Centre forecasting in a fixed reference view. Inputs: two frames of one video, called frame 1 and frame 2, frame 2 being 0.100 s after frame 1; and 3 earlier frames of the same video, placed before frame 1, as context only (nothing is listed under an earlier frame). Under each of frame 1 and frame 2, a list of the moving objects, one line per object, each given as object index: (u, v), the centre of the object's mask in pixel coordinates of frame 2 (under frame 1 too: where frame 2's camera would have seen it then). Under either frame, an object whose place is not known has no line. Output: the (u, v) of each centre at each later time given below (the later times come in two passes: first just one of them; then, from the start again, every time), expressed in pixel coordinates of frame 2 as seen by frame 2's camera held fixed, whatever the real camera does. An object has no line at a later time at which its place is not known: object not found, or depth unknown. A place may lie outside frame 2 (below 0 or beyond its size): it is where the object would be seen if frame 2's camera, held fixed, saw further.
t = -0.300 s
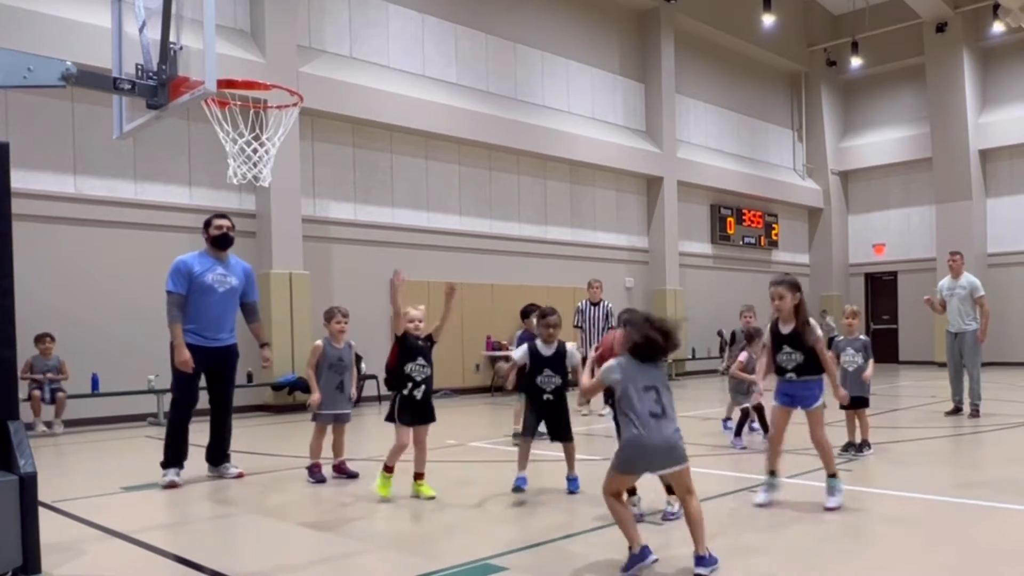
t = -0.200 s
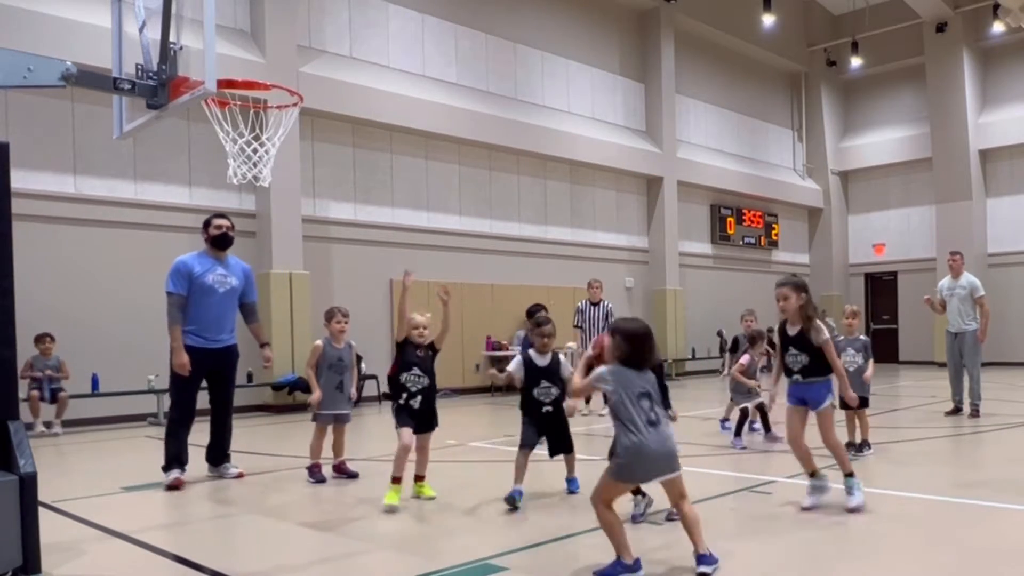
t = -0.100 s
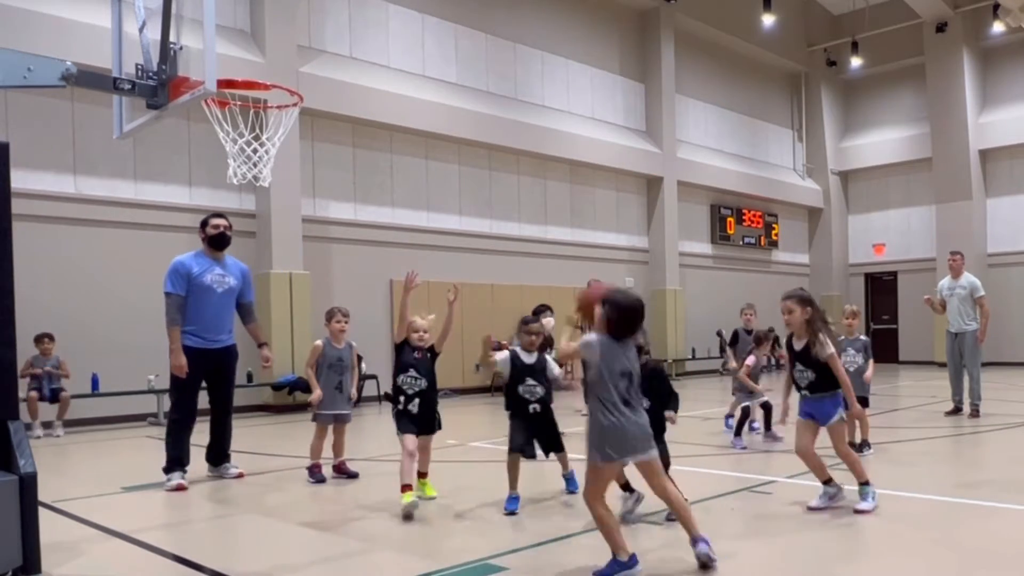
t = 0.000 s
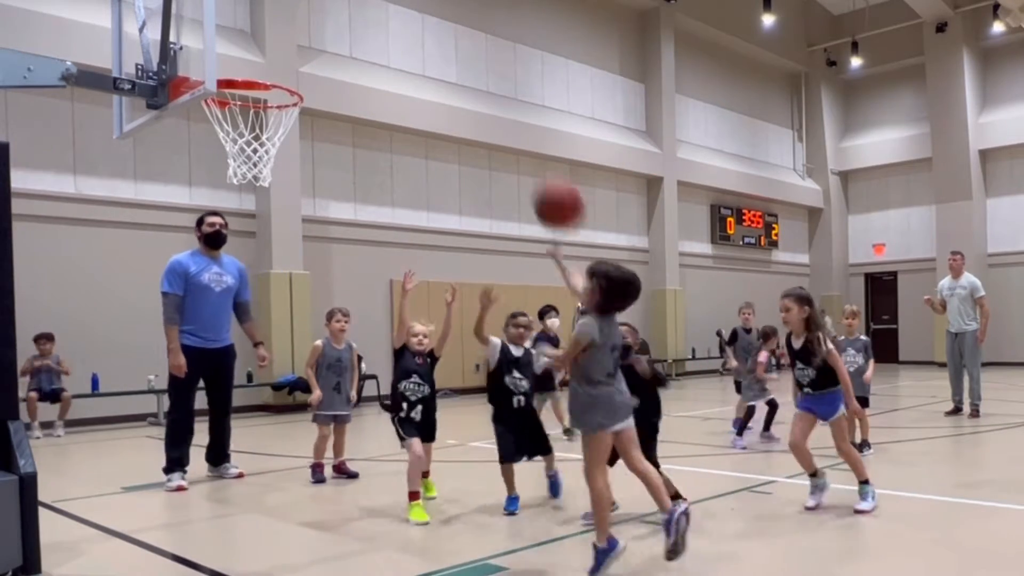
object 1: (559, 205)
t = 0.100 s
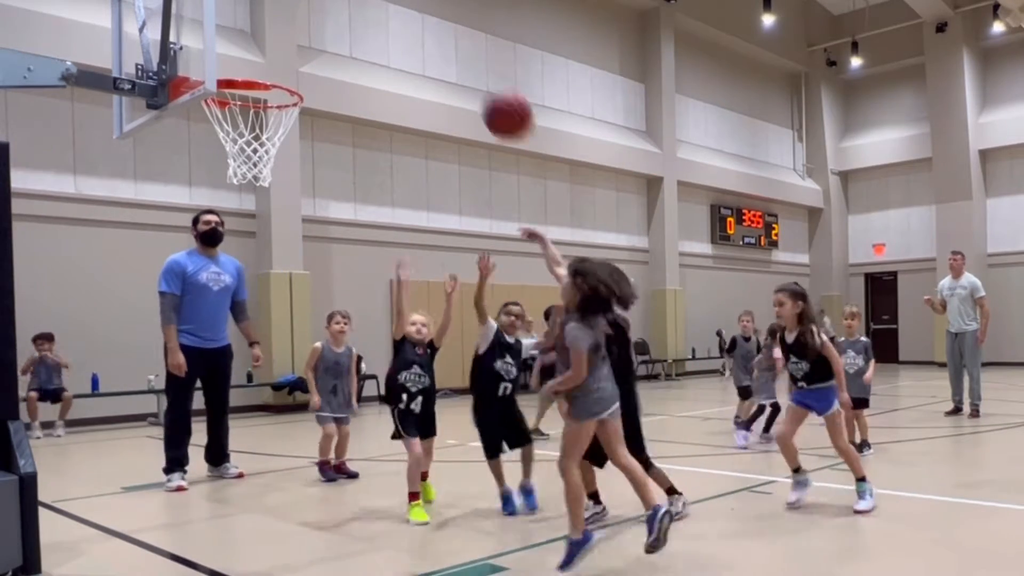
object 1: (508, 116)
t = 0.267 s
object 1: (428, 20)
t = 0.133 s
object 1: (492, 91)
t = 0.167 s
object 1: (475, 69)
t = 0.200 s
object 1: (459, 49)
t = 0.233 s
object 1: (444, 32)
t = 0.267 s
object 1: (428, 20)
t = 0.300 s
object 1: (415, 14)
